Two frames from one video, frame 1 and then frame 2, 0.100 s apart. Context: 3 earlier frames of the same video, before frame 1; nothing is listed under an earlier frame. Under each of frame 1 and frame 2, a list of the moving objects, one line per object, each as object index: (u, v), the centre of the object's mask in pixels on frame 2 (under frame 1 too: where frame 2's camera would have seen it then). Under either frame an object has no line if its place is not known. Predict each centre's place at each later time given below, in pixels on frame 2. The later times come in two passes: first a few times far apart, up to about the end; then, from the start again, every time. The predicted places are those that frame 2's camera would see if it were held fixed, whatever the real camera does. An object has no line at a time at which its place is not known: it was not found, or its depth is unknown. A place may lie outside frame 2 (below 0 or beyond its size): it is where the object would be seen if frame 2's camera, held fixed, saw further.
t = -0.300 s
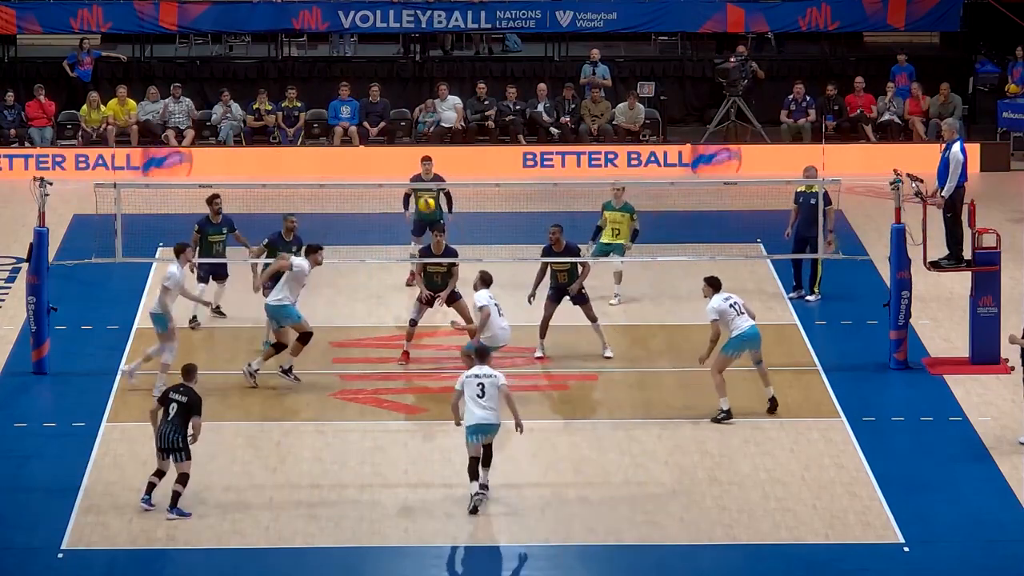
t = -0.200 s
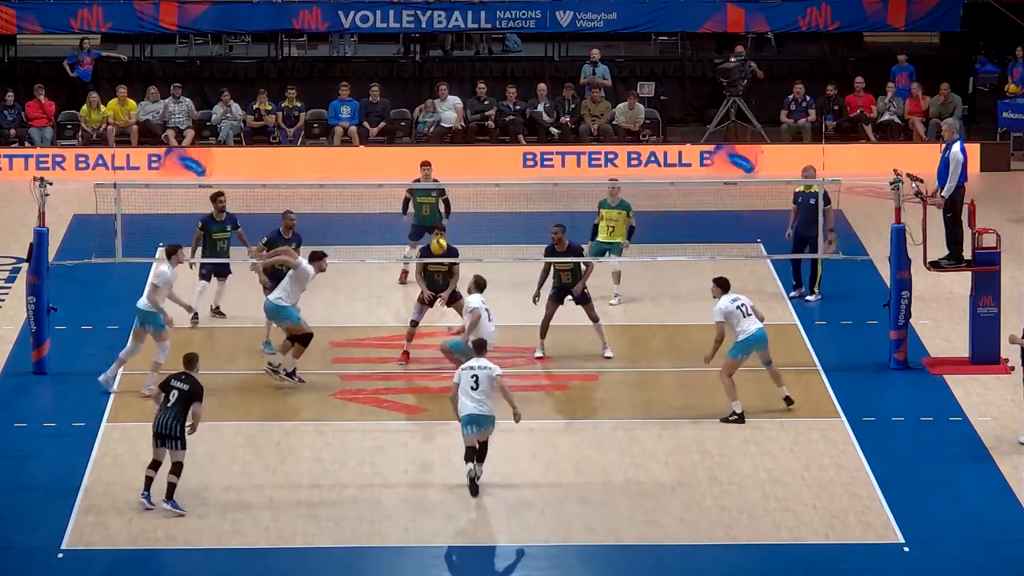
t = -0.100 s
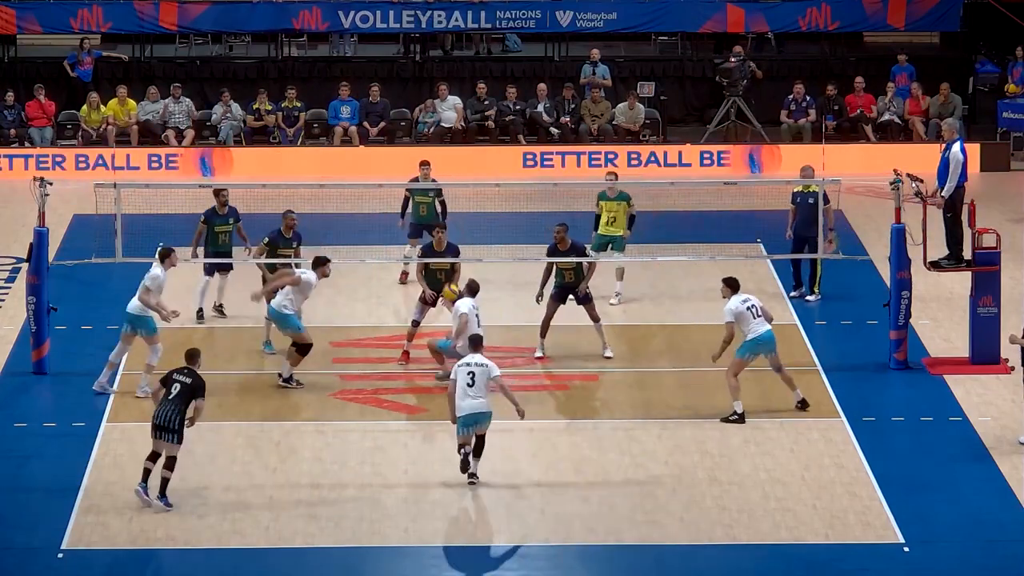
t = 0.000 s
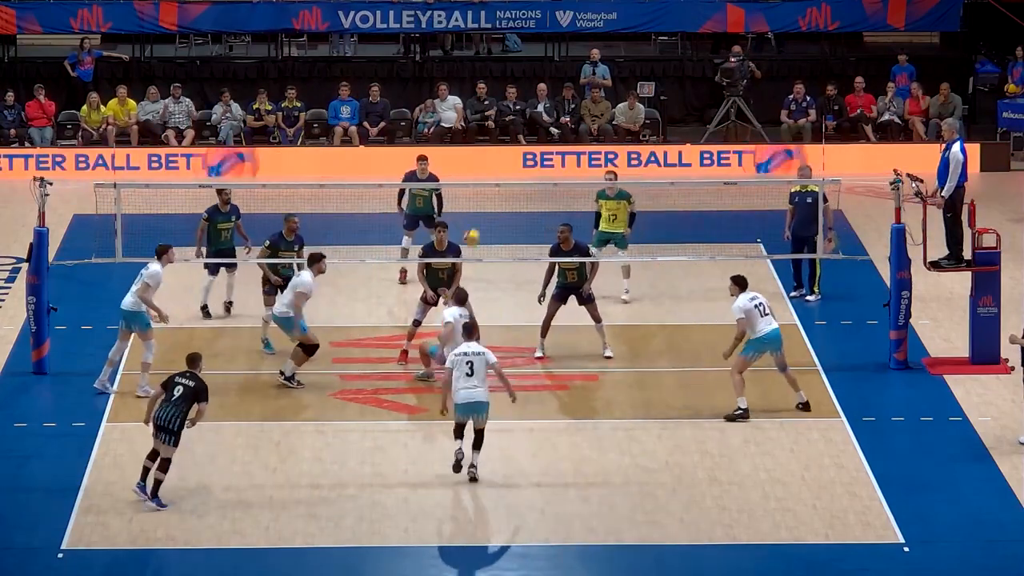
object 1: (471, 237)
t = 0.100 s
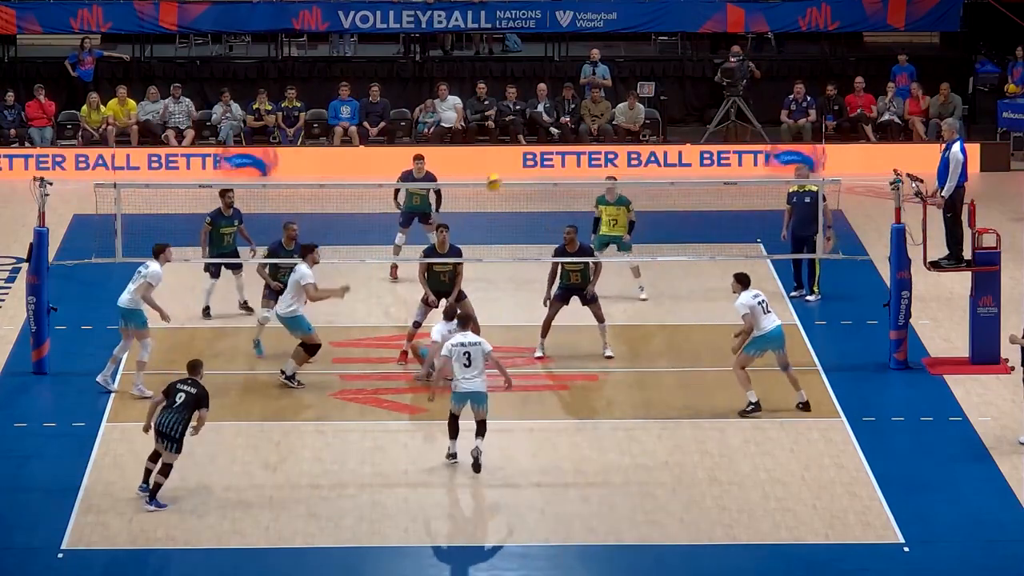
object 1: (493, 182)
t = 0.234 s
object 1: (522, 121)
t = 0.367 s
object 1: (552, 74)
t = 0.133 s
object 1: (501, 166)
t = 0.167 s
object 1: (509, 148)
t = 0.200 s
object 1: (516, 135)
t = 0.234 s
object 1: (522, 121)
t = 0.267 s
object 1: (529, 108)
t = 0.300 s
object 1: (537, 95)
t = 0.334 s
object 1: (544, 85)
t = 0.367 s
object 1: (552, 74)
